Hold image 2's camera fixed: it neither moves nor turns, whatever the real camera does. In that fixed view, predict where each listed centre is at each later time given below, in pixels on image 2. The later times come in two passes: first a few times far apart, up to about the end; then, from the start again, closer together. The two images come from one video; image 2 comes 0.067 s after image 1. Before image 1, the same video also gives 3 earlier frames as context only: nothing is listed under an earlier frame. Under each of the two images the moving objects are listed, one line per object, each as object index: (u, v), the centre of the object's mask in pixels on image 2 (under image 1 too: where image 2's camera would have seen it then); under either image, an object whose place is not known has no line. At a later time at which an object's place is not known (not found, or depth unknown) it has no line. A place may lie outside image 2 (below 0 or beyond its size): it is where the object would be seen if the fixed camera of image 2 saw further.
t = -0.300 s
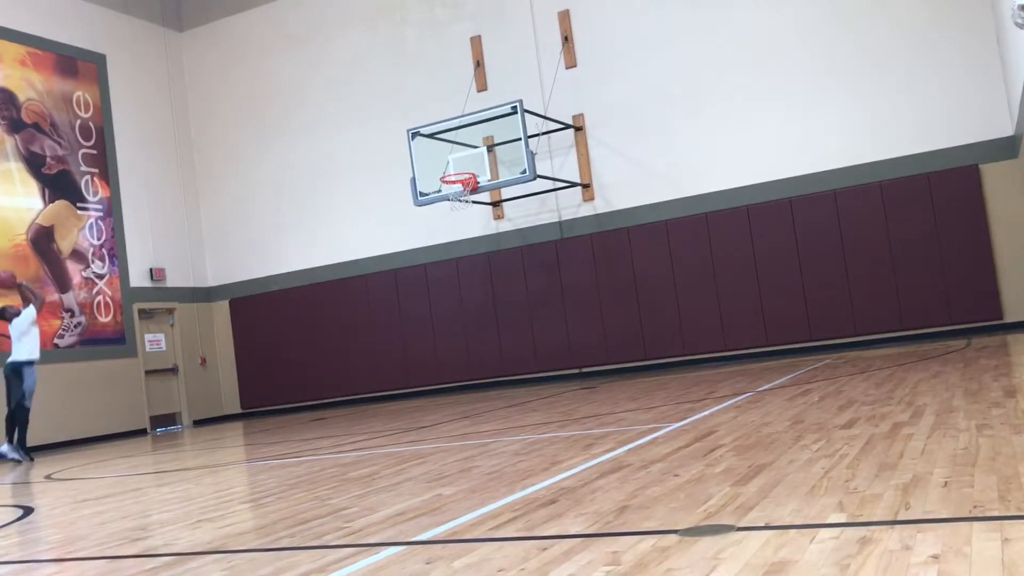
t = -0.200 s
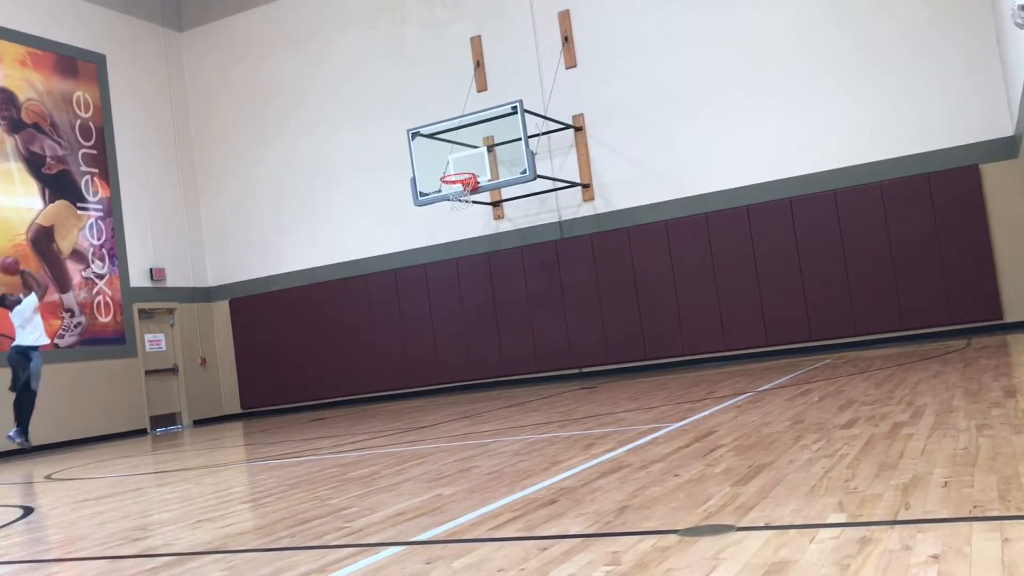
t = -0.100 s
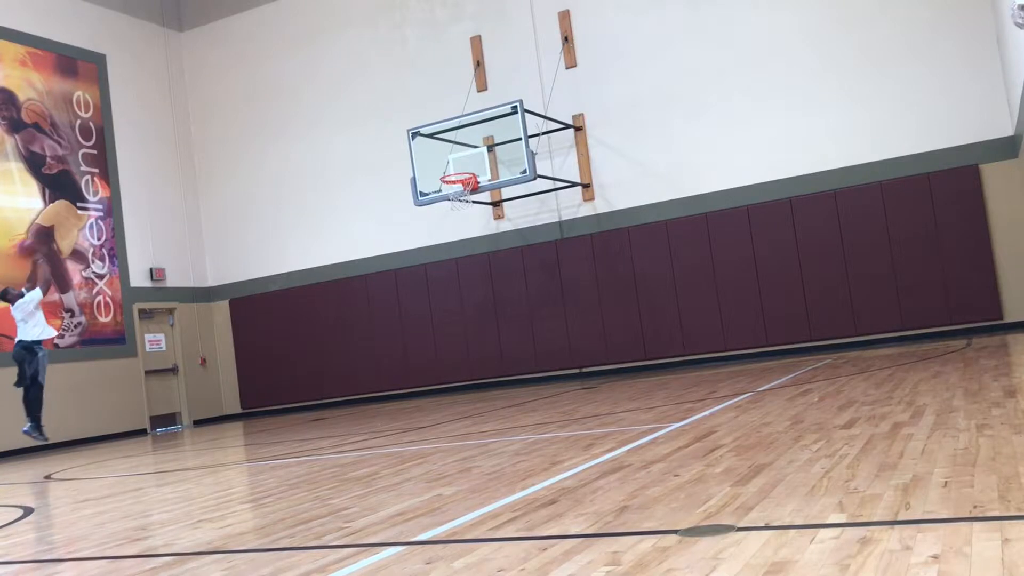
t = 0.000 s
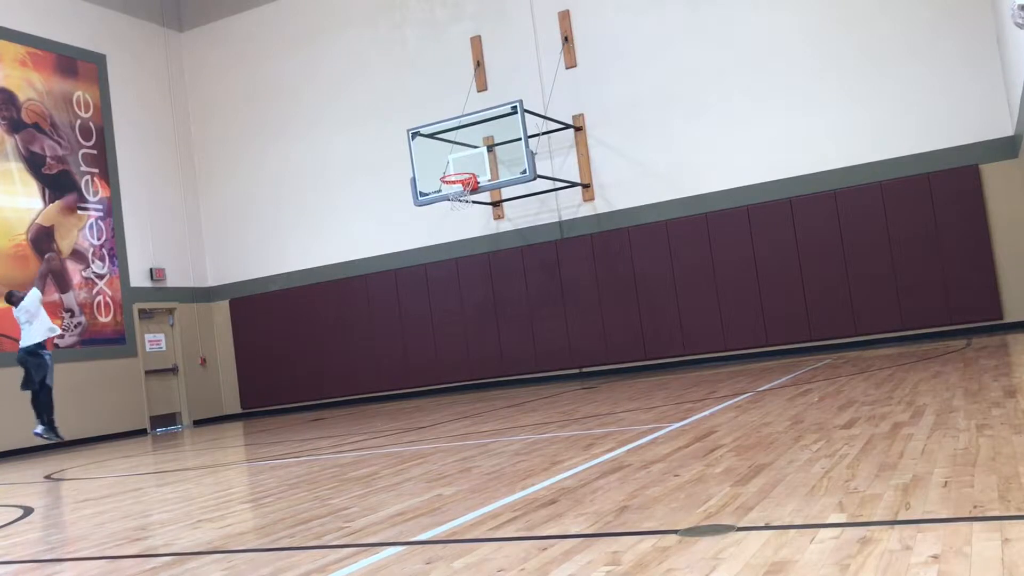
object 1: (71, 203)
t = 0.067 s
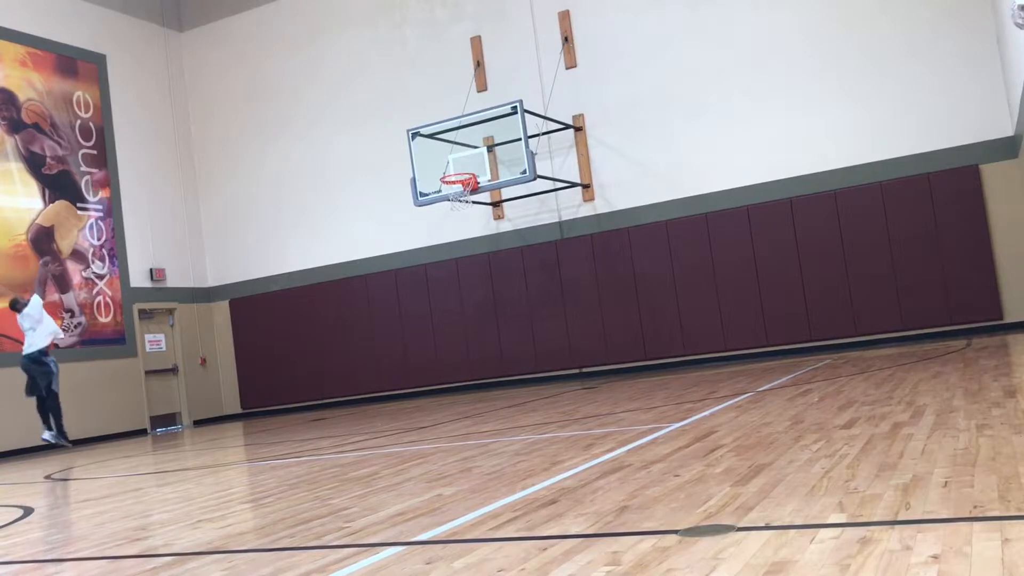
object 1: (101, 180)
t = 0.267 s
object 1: (186, 131)
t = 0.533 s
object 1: (300, 114)
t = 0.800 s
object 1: (410, 149)
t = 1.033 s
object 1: (483, 193)
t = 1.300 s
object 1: (518, 231)
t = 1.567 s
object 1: (559, 319)
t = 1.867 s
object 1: (563, 317)
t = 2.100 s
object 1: (541, 276)
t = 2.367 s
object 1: (524, 277)
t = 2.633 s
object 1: (513, 331)
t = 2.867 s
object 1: (503, 365)
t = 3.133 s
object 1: (481, 325)
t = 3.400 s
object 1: (467, 339)
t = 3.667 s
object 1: (457, 386)
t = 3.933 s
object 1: (435, 357)
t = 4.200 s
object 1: (422, 382)
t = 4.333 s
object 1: (415, 391)
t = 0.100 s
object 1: (113, 170)
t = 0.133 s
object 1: (129, 160)
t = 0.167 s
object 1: (143, 152)
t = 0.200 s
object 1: (158, 144)
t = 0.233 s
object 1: (172, 137)
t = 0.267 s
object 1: (186, 131)
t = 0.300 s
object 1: (201, 125)
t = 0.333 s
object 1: (215, 122)
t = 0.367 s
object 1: (229, 118)
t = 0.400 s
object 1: (243, 115)
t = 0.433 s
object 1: (257, 114)
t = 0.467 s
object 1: (272, 113)
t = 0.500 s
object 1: (286, 113)
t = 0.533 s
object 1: (300, 114)
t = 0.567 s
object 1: (313, 115)
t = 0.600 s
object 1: (328, 118)
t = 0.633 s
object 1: (342, 121)
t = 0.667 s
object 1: (355, 125)
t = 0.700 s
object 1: (370, 129)
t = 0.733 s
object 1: (383, 135)
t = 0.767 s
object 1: (396, 141)
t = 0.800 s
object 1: (410, 149)
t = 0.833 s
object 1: (425, 157)
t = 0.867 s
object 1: (437, 164)
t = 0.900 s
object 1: (452, 173)
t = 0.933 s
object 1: (468, 185)
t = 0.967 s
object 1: (474, 190)
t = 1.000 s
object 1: (477, 190)
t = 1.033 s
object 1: (483, 193)
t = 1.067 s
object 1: (488, 195)
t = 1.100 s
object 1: (492, 197)
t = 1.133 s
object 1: (495, 200)
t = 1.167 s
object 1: (500, 206)
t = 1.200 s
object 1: (504, 211)
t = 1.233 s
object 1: (509, 216)
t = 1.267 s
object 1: (513, 223)
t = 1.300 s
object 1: (518, 231)
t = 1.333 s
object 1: (522, 239)
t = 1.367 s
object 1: (527, 248)
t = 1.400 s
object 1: (532, 258)
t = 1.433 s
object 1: (537, 266)
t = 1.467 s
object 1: (543, 280)
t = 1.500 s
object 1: (548, 292)
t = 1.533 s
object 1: (554, 305)
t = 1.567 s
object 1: (559, 319)
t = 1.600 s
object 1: (565, 333)
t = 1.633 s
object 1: (572, 349)
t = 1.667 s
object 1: (579, 366)
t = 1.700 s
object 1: (580, 371)
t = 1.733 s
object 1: (576, 359)
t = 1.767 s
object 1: (572, 347)
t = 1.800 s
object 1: (570, 335)
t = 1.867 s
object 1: (563, 317)
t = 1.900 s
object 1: (559, 309)
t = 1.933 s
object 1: (556, 301)
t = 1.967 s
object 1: (554, 294)
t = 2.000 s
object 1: (550, 289)
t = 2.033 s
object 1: (547, 284)
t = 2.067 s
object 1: (545, 280)
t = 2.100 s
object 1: (541, 276)
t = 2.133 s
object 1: (539, 273)
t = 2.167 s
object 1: (536, 271)
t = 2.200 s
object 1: (535, 271)
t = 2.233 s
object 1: (532, 270)
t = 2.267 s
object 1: (530, 271)
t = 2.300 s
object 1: (528, 272)
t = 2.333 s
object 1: (526, 275)
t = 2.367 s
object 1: (524, 277)
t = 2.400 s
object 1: (522, 281)
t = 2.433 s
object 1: (521, 286)
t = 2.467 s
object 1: (519, 291)
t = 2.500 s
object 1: (517, 297)
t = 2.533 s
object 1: (516, 305)
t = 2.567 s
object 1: (515, 313)
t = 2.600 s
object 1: (514, 321)
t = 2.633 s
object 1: (513, 331)
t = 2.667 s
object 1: (512, 341)
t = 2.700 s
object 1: (511, 354)
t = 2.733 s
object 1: (511, 365)
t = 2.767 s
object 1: (511, 379)
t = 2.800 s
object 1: (510, 384)
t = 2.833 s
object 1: (506, 374)
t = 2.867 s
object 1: (503, 365)
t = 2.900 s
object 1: (499, 358)
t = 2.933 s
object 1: (497, 349)
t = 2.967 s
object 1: (494, 344)
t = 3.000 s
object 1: (491, 339)
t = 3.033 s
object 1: (488, 334)
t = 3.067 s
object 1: (486, 330)
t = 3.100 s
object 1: (483, 328)
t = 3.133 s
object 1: (481, 325)
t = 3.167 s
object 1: (479, 324)
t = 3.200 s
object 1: (476, 324)
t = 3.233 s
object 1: (474, 324)
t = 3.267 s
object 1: (473, 325)
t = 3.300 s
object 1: (471, 327)
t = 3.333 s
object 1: (469, 330)
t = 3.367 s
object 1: (468, 334)
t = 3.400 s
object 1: (467, 339)
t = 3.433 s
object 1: (465, 344)
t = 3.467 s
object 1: (465, 350)
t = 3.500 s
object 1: (463, 357)
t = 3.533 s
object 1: (463, 365)
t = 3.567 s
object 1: (461, 374)
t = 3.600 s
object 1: (461, 384)
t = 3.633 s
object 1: (460, 394)
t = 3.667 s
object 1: (457, 386)
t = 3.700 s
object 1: (454, 381)
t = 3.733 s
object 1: (450, 375)
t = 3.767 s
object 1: (447, 370)
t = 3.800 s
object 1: (446, 365)
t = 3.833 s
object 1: (444, 362)
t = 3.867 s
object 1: (440, 360)
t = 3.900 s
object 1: (438, 358)
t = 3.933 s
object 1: (435, 357)
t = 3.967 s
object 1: (433, 357)
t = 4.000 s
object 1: (432, 358)
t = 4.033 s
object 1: (429, 360)
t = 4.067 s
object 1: (428, 363)
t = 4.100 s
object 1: (426, 366)
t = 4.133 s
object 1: (425, 371)
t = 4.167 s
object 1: (423, 376)
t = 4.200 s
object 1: (422, 382)
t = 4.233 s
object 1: (421, 389)
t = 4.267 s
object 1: (420, 398)
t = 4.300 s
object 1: (417, 397)
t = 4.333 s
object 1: (415, 391)
